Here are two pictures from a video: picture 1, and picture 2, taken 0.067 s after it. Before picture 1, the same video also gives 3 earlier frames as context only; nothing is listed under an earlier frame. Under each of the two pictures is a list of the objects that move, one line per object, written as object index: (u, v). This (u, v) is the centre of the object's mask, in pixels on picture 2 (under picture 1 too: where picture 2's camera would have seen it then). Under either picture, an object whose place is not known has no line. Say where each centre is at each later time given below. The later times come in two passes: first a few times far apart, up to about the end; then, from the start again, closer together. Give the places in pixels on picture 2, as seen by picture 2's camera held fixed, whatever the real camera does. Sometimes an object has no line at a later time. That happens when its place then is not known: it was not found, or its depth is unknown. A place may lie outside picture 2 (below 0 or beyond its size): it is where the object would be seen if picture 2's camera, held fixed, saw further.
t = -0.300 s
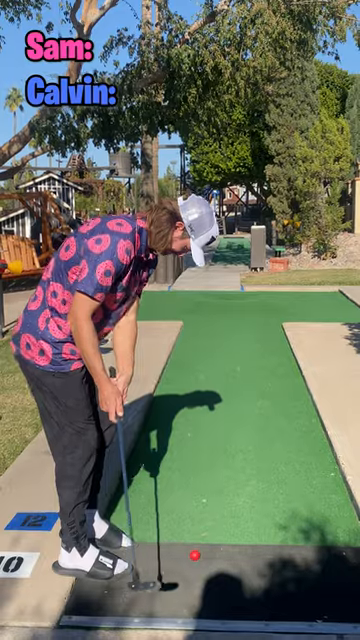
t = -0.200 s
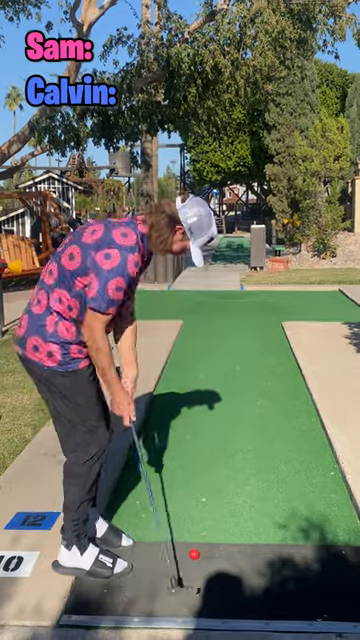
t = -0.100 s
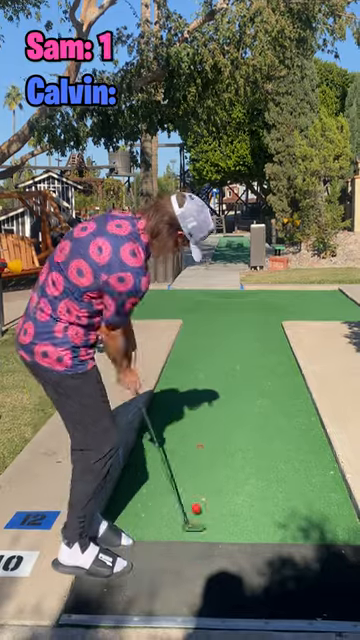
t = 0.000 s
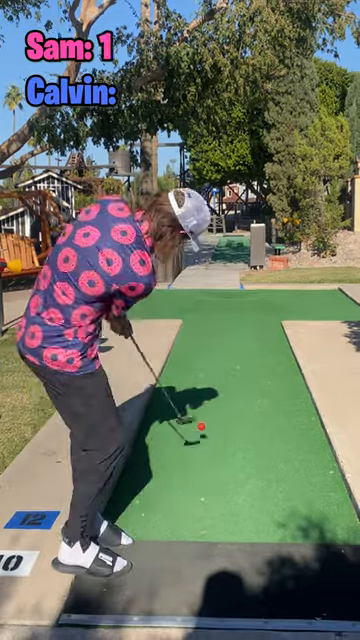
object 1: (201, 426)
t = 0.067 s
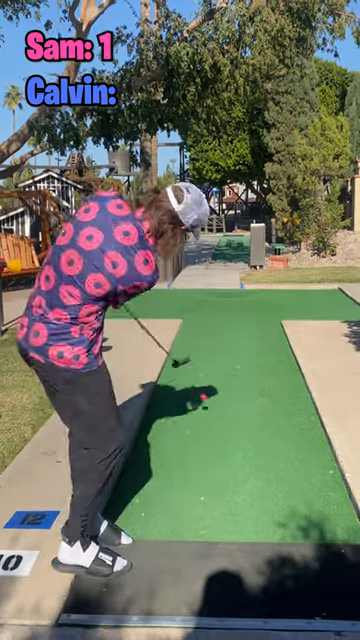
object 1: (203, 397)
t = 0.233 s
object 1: (207, 363)
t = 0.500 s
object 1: (209, 323)
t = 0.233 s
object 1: (207, 363)
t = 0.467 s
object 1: (209, 326)
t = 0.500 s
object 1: (209, 323)
